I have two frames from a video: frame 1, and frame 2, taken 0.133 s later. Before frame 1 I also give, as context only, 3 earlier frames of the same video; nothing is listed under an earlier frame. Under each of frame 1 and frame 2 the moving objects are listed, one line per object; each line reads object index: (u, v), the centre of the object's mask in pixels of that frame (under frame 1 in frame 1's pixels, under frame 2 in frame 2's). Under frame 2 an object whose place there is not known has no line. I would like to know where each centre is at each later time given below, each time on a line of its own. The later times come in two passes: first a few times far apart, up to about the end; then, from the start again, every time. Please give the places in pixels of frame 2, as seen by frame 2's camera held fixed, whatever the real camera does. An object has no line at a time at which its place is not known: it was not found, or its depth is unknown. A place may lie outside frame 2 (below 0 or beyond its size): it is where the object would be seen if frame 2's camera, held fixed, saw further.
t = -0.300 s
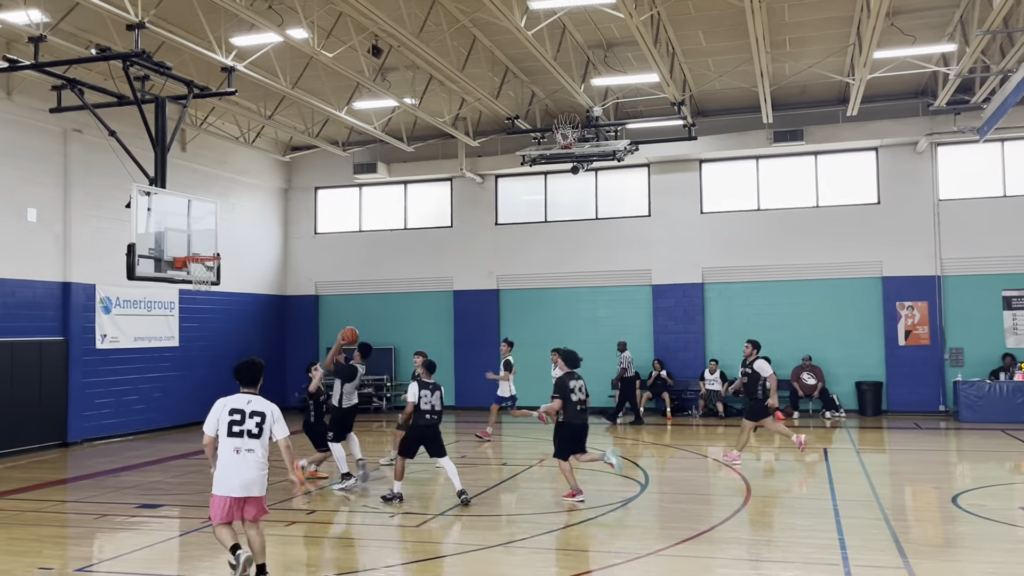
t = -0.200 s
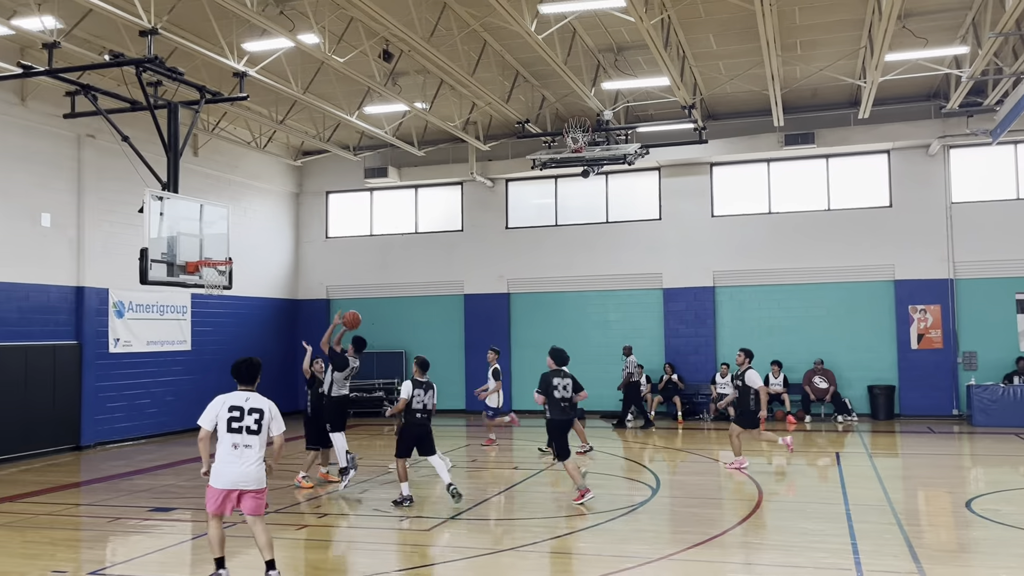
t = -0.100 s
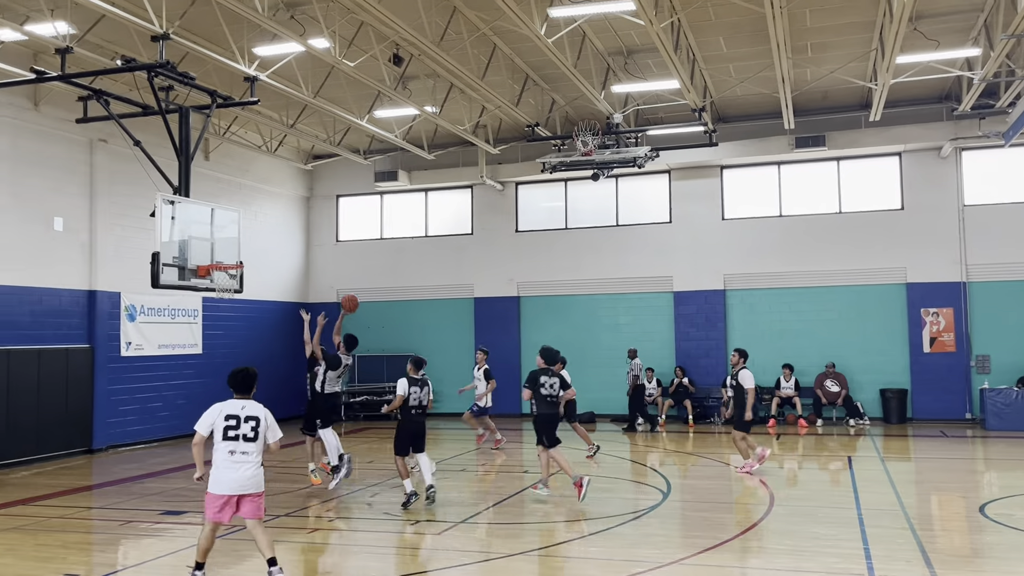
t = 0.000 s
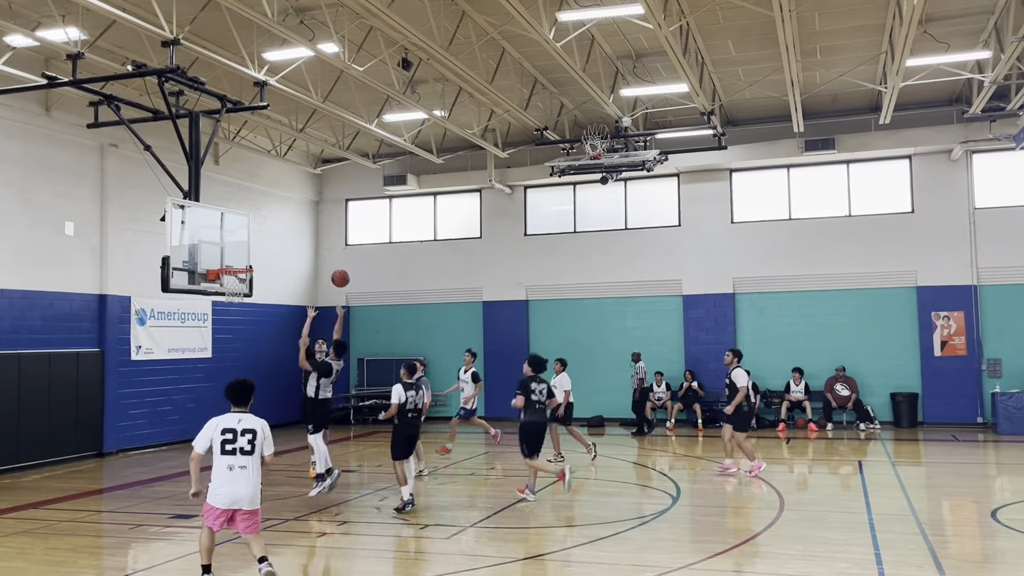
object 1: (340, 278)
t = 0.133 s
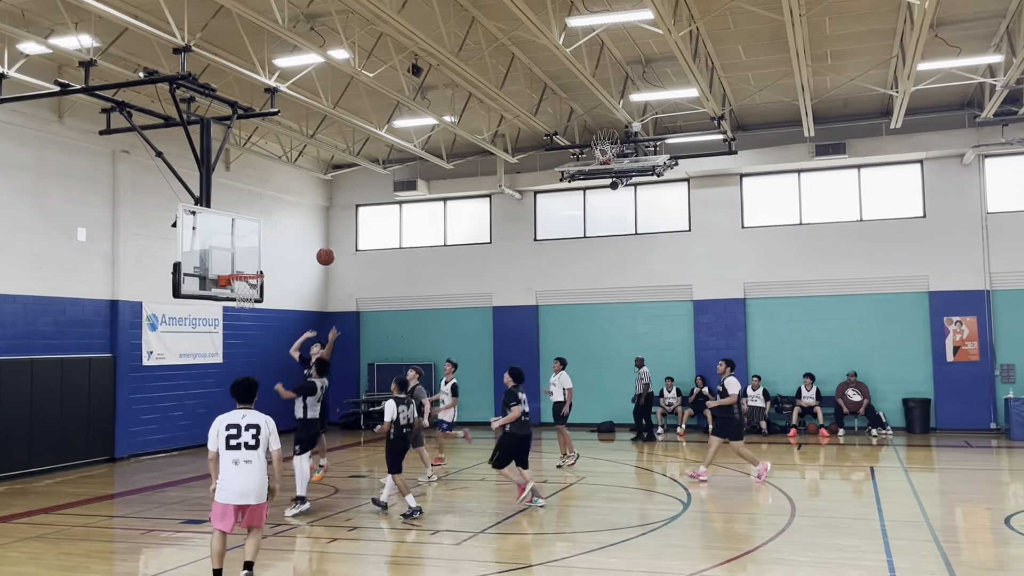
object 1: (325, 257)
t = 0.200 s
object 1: (313, 248)
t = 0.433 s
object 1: (271, 244)
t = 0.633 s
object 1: (240, 263)
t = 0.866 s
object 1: (224, 254)
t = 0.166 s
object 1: (319, 252)
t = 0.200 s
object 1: (313, 248)
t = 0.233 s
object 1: (307, 245)
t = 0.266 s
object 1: (301, 243)
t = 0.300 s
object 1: (295, 241)
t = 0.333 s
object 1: (288, 241)
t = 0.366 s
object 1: (282, 241)
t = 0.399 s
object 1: (276, 242)
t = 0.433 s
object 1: (271, 244)
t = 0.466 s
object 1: (265, 246)
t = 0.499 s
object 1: (259, 249)
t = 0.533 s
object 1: (254, 254)
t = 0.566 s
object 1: (248, 259)
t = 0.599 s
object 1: (242, 265)
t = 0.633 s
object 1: (240, 263)
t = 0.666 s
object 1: (238, 259)
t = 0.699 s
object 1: (235, 256)
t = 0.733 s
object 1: (233, 254)
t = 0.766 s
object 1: (231, 253)
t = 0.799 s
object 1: (229, 253)
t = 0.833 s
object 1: (226, 253)
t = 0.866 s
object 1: (224, 254)
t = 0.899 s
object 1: (222, 256)
